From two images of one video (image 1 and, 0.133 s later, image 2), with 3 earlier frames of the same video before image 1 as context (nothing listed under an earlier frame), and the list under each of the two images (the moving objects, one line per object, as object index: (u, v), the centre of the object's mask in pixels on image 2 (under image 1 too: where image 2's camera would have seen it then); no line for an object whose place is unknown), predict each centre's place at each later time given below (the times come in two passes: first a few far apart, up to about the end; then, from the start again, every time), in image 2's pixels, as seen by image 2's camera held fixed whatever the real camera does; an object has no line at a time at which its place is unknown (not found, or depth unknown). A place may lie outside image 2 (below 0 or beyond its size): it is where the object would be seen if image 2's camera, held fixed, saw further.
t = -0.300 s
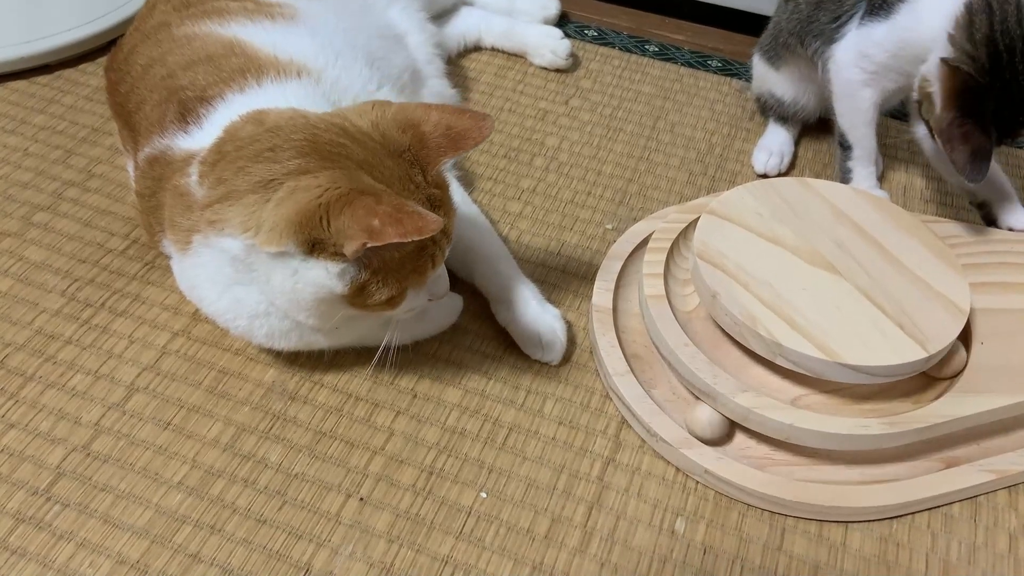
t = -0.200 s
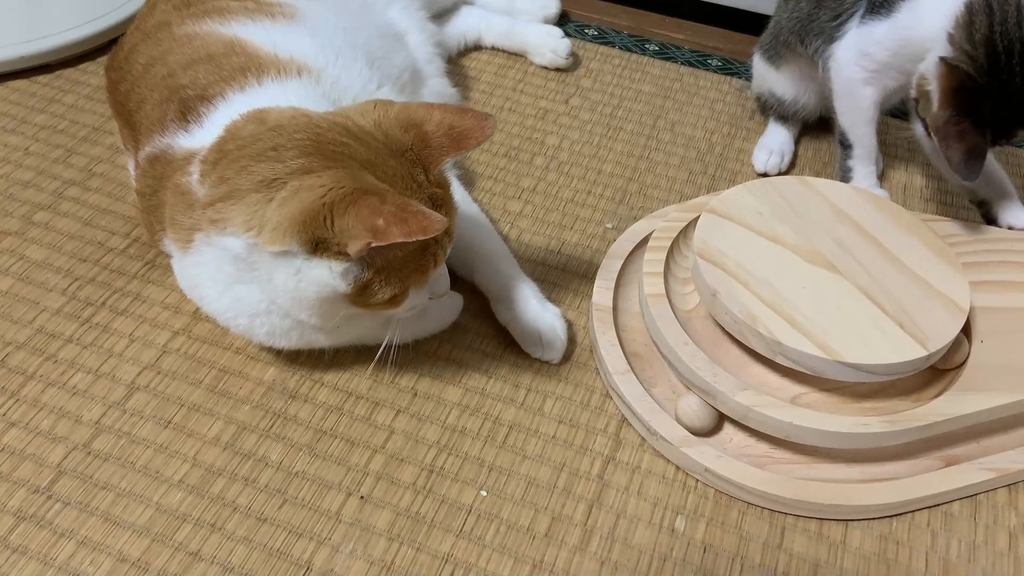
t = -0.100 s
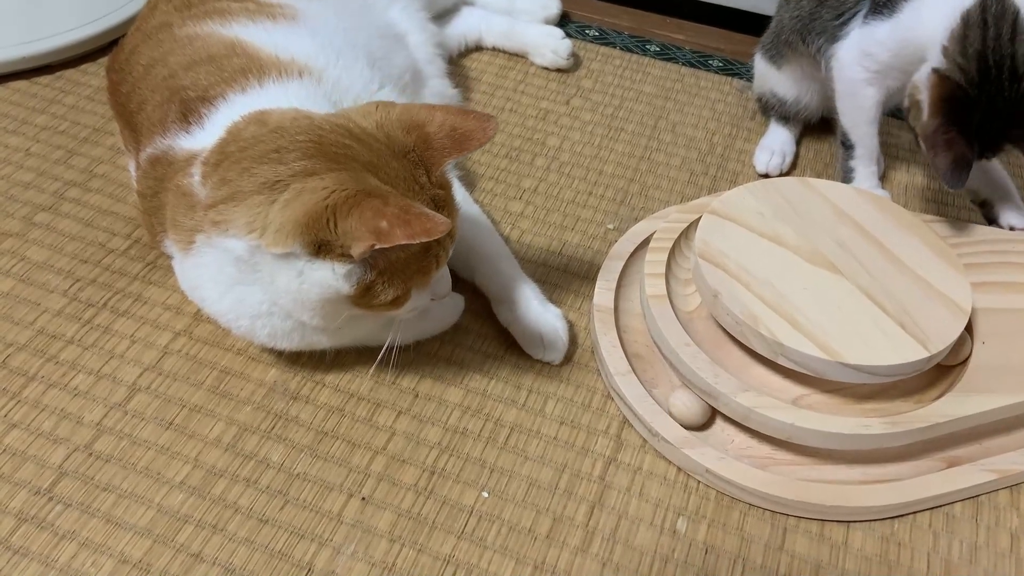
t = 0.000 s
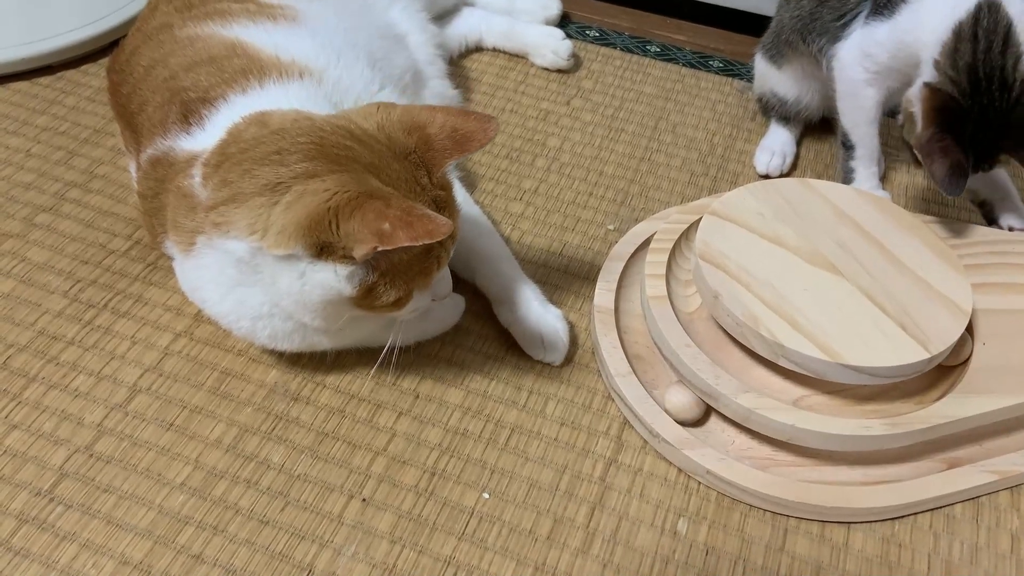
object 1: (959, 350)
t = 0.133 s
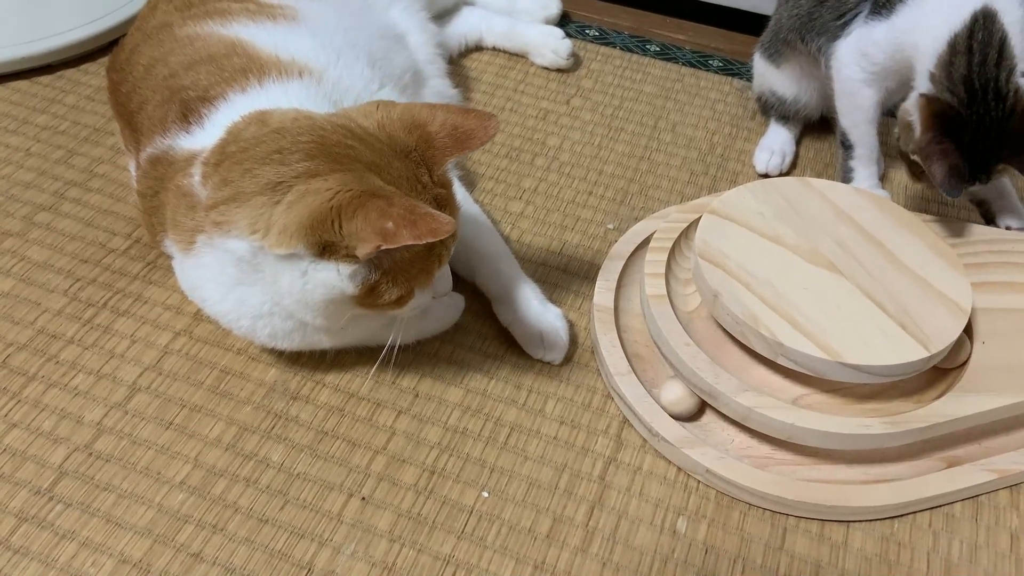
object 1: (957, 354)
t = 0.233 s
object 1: (954, 358)
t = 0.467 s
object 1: (947, 367)
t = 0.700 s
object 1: (952, 361)
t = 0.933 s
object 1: (952, 362)
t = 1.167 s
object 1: (950, 364)
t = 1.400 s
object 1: (951, 363)
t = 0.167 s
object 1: (956, 355)
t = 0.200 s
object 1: (955, 356)
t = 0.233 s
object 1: (954, 358)
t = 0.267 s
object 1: (953, 360)
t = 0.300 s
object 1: (951, 362)
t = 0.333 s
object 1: (950, 364)
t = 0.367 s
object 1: (949, 365)
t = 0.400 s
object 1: (948, 366)
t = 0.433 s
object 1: (947, 367)
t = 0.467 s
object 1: (947, 367)
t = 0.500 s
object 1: (947, 367)
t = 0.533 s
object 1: (948, 366)
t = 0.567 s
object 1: (948, 365)
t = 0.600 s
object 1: (949, 364)
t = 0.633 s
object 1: (950, 363)
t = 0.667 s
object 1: (951, 362)
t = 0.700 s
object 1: (952, 361)
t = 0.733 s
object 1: (953, 360)
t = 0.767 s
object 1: (953, 360)
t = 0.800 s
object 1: (953, 359)
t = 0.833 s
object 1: (953, 360)
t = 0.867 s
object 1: (953, 360)
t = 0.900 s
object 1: (952, 361)
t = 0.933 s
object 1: (952, 362)
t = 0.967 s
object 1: (951, 362)
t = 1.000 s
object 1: (951, 363)
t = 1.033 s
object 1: (950, 364)
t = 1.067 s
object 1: (949, 365)
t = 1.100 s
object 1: (949, 365)
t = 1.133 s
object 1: (949, 365)
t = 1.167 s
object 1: (950, 364)
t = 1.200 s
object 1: (950, 364)
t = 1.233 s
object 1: (950, 364)
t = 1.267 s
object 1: (951, 363)
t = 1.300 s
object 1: (951, 362)
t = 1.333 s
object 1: (951, 362)
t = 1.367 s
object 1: (951, 362)
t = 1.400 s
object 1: (951, 363)
